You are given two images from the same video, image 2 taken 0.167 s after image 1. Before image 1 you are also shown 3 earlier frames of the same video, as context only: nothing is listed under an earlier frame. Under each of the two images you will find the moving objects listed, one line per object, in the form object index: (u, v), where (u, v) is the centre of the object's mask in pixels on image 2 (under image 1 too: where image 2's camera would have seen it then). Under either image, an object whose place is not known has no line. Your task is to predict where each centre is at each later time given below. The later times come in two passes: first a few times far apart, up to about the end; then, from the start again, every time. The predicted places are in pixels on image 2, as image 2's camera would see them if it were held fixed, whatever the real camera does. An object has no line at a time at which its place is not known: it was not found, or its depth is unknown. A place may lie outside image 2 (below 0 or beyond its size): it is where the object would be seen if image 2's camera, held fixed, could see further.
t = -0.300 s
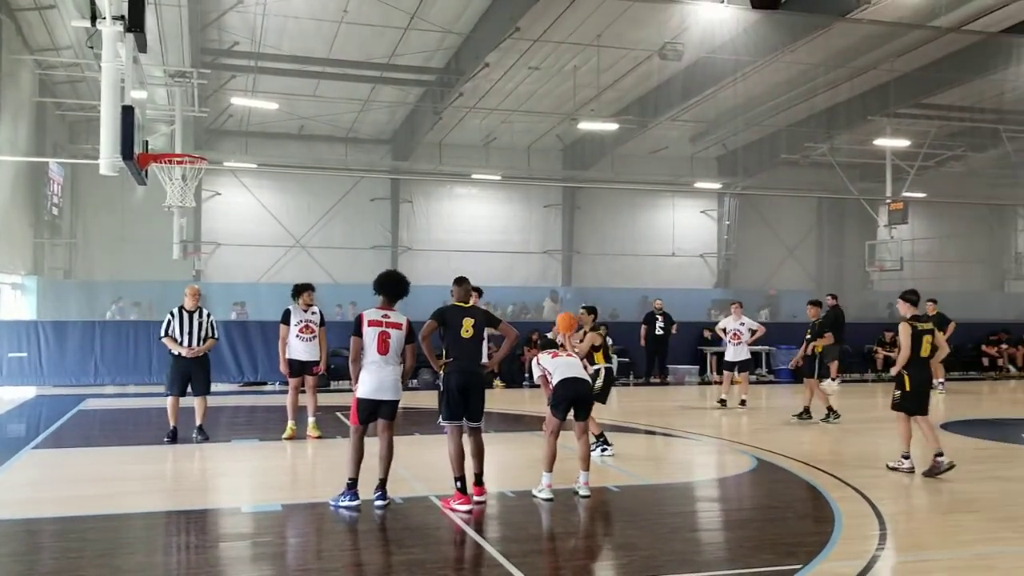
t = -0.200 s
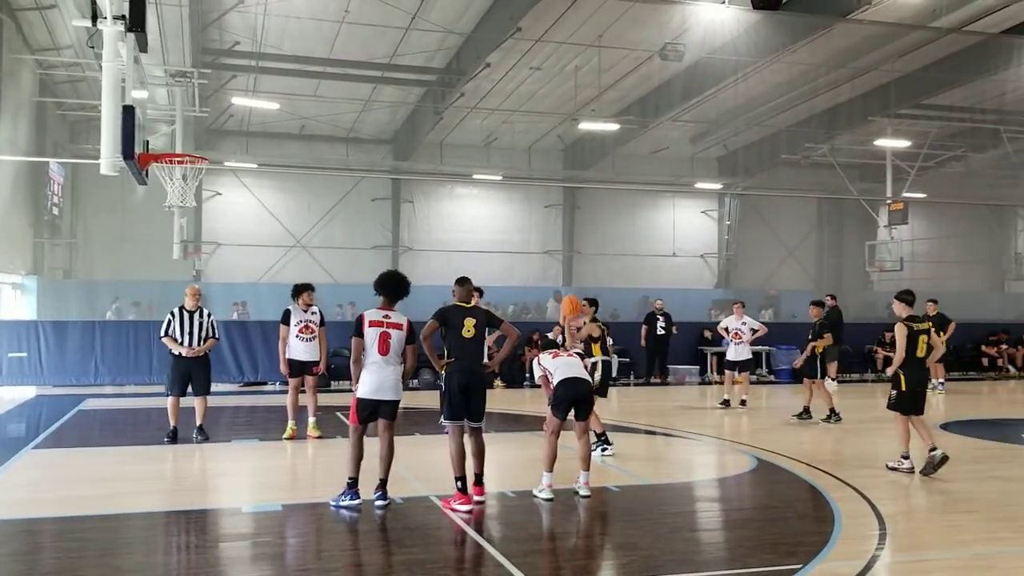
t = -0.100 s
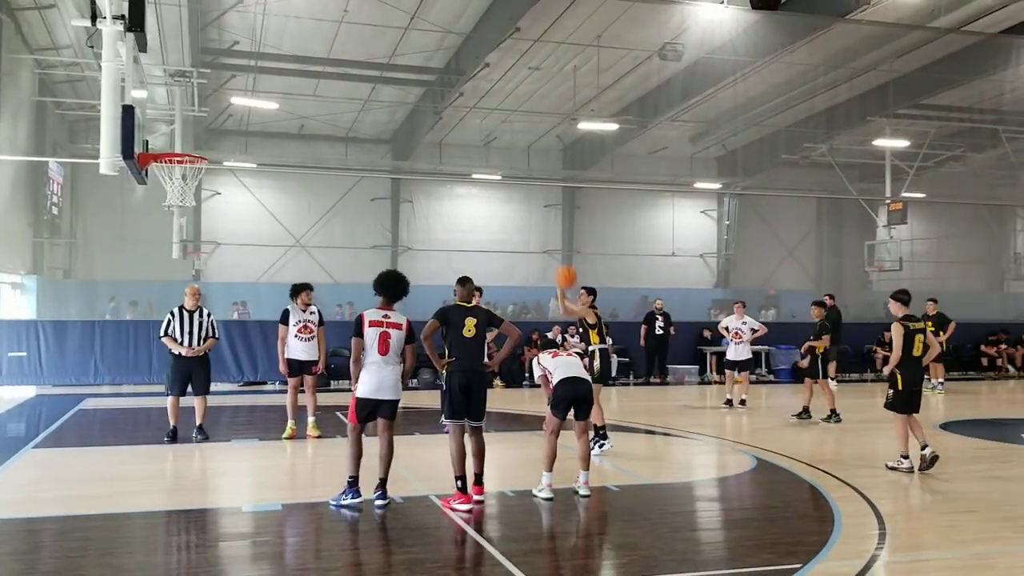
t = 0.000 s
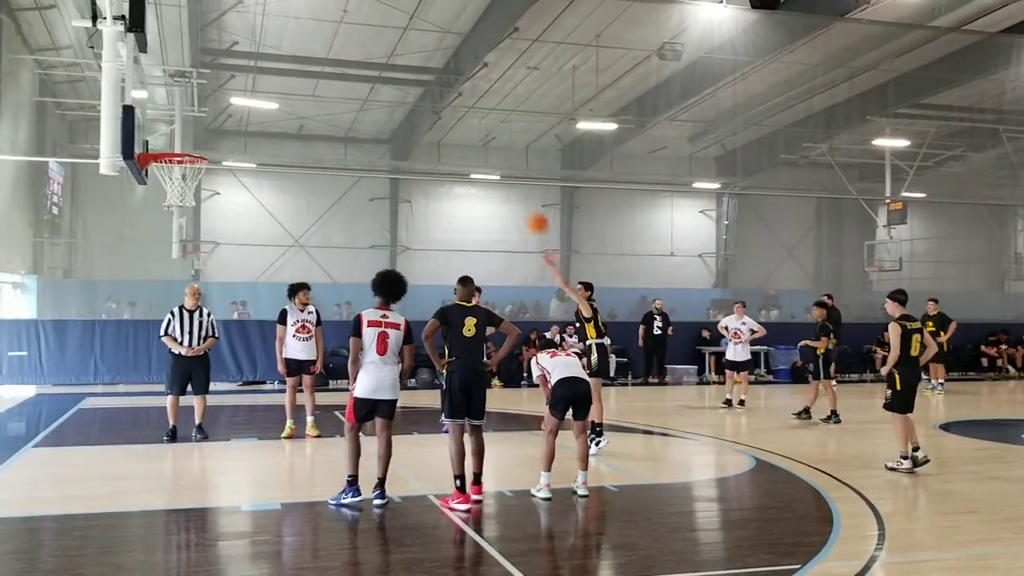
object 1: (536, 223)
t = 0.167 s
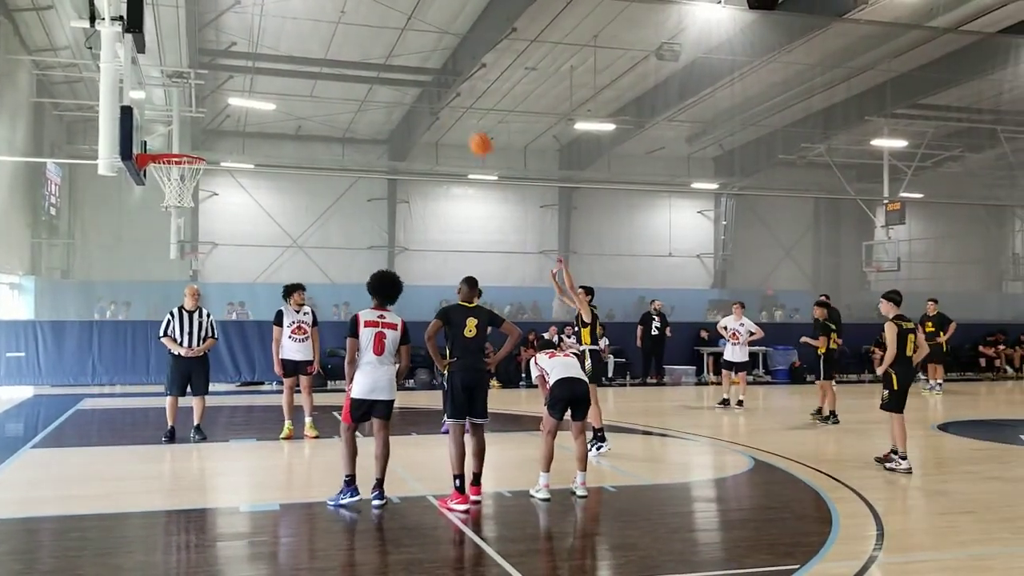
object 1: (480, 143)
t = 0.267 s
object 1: (447, 107)
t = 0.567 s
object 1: (341, 47)
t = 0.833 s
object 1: (241, 64)
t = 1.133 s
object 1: (172, 141)
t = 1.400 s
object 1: (275, 149)
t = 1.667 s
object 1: (370, 226)
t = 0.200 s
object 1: (469, 130)
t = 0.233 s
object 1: (458, 118)
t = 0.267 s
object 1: (447, 107)
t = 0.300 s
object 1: (435, 97)
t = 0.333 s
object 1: (424, 88)
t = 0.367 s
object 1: (412, 78)
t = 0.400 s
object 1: (401, 72)
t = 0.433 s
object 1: (389, 65)
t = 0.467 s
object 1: (377, 59)
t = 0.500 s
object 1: (365, 54)
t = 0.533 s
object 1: (354, 50)
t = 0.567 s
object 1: (341, 47)
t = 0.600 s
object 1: (329, 46)
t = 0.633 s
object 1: (317, 45)
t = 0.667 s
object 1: (304, 45)
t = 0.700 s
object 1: (292, 47)
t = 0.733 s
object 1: (279, 50)
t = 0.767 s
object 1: (267, 53)
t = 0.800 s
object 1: (254, 58)
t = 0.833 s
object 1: (241, 64)
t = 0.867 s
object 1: (228, 71)
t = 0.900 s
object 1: (215, 79)
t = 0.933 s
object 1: (202, 88)
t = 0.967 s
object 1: (189, 99)
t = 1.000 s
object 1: (176, 111)
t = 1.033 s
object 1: (162, 124)
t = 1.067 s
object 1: (149, 138)
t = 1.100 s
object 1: (157, 144)
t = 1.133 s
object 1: (172, 141)
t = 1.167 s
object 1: (186, 138)
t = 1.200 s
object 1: (198, 137)
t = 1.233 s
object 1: (211, 136)
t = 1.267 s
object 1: (225, 137)
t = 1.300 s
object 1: (237, 138)
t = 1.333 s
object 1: (250, 141)
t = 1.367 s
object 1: (262, 145)
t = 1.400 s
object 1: (275, 149)
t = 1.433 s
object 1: (287, 155)
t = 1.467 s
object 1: (299, 162)
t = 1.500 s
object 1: (311, 170)
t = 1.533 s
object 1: (323, 180)
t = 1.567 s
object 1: (335, 190)
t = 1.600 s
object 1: (347, 201)
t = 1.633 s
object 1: (359, 213)
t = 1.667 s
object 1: (370, 226)
